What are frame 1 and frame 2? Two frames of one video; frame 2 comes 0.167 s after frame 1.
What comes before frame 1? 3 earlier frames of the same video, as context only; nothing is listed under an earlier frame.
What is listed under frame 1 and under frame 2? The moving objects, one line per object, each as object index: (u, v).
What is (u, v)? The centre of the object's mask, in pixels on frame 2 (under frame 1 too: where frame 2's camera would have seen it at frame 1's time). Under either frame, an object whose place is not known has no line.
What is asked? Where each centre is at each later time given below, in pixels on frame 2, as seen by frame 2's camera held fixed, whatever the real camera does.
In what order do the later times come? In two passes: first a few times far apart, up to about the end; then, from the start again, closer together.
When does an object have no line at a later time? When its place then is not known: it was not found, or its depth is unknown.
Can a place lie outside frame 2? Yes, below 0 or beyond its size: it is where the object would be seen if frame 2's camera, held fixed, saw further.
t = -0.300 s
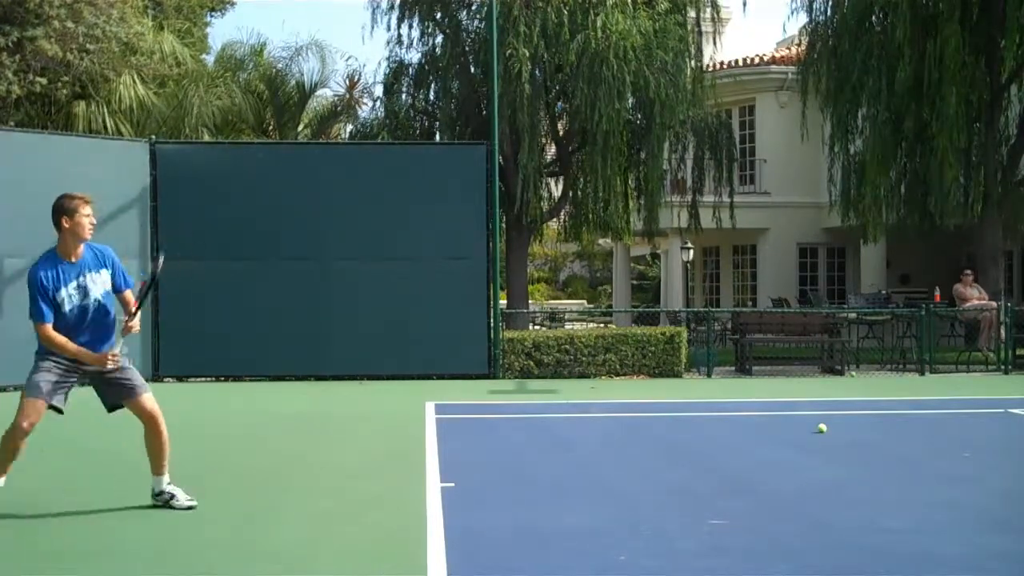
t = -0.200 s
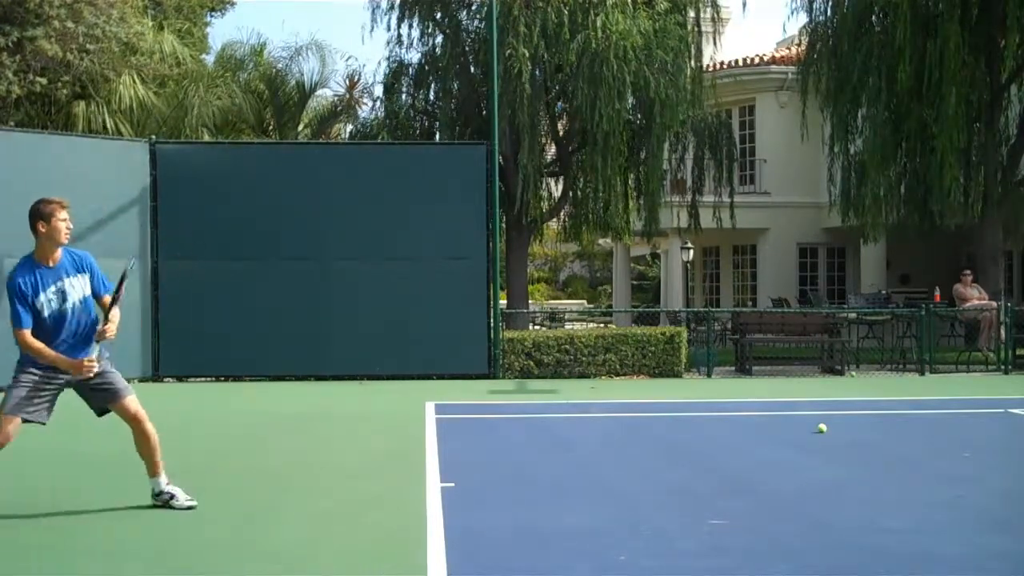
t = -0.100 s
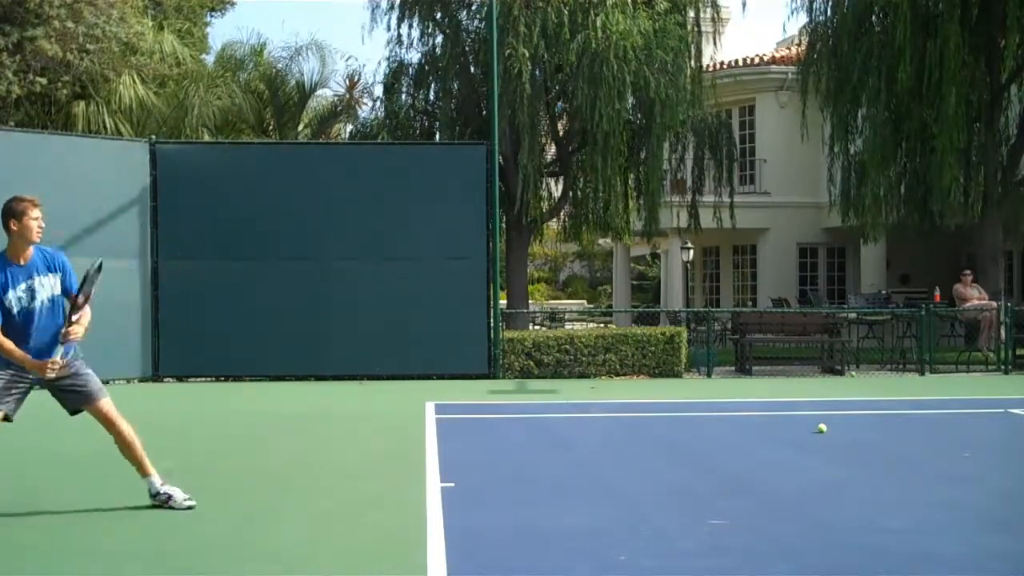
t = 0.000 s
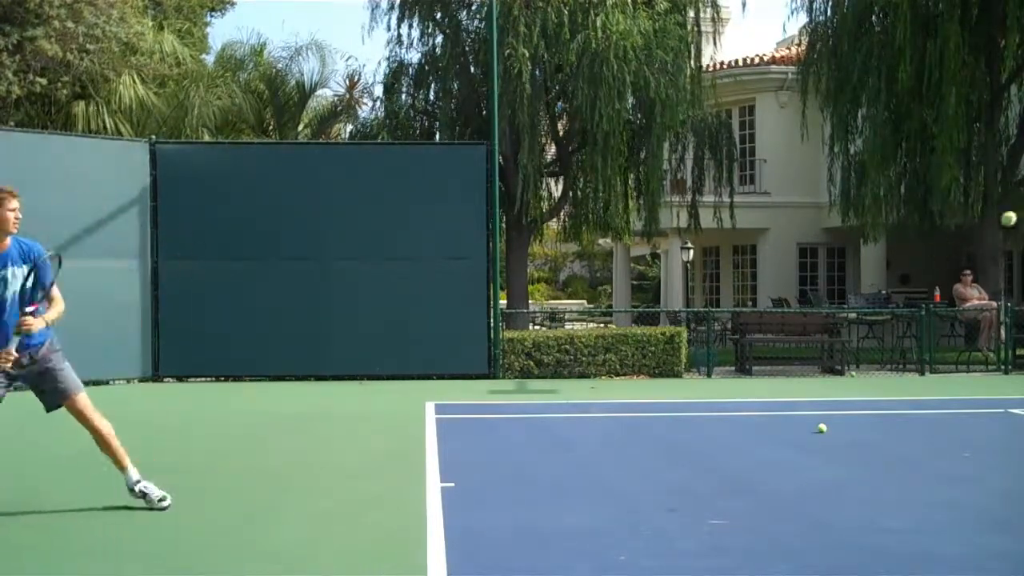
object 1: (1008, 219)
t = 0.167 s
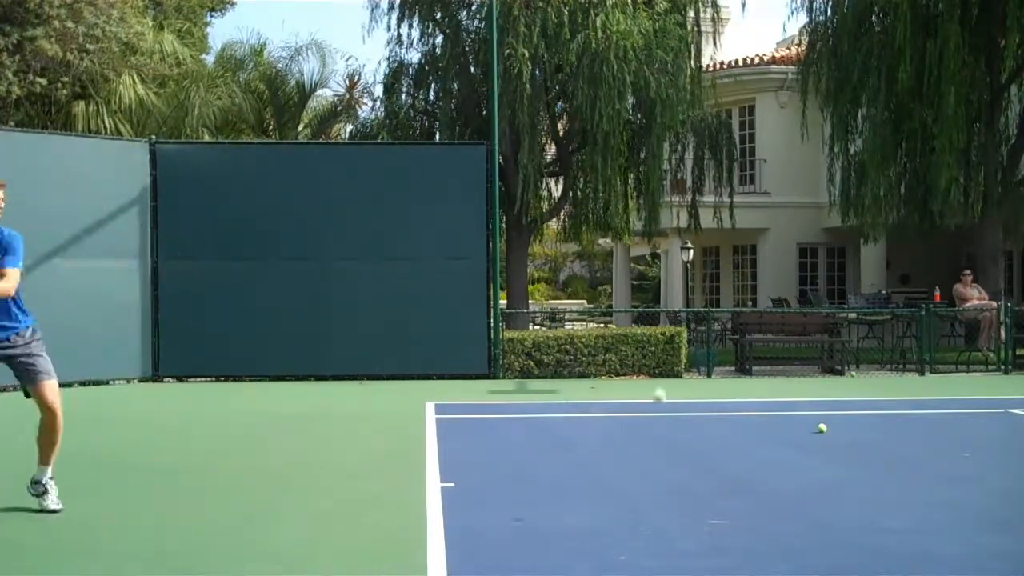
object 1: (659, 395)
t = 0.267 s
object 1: (448, 514)
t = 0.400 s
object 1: (359, 406)
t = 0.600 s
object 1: (214, 307)
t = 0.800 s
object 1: (65, 281)
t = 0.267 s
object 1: (448, 514)
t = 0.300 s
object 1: (424, 484)
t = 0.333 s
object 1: (403, 456)
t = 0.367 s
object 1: (380, 430)
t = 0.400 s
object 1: (359, 406)
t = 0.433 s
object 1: (335, 386)
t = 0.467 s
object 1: (310, 367)
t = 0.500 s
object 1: (286, 349)
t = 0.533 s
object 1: (263, 333)
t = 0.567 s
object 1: (239, 319)
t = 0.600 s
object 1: (214, 307)
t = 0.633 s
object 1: (190, 298)
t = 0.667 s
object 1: (166, 290)
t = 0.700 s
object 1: (141, 284)
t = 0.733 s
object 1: (116, 281)
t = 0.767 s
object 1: (91, 280)
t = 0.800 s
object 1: (65, 281)
